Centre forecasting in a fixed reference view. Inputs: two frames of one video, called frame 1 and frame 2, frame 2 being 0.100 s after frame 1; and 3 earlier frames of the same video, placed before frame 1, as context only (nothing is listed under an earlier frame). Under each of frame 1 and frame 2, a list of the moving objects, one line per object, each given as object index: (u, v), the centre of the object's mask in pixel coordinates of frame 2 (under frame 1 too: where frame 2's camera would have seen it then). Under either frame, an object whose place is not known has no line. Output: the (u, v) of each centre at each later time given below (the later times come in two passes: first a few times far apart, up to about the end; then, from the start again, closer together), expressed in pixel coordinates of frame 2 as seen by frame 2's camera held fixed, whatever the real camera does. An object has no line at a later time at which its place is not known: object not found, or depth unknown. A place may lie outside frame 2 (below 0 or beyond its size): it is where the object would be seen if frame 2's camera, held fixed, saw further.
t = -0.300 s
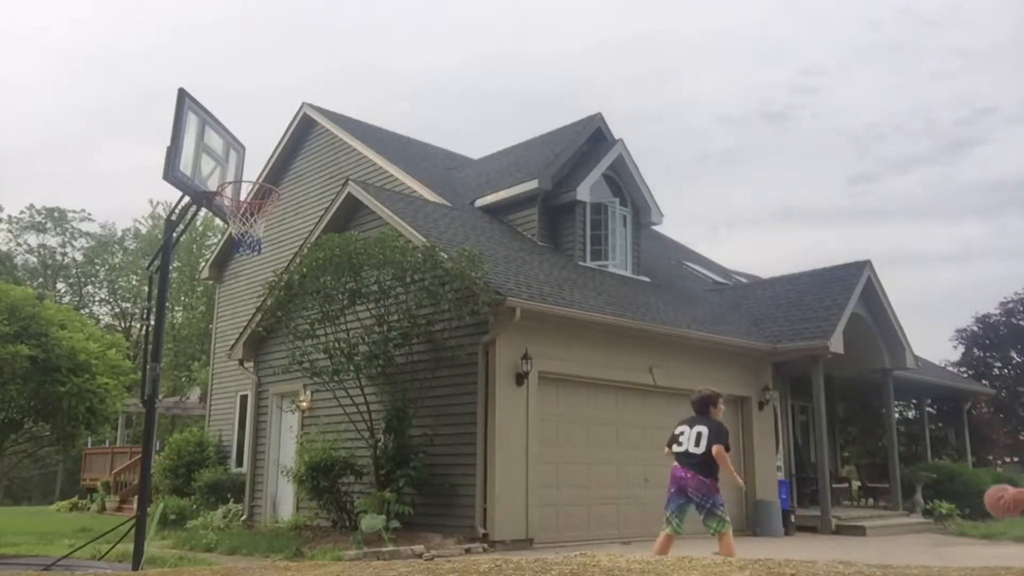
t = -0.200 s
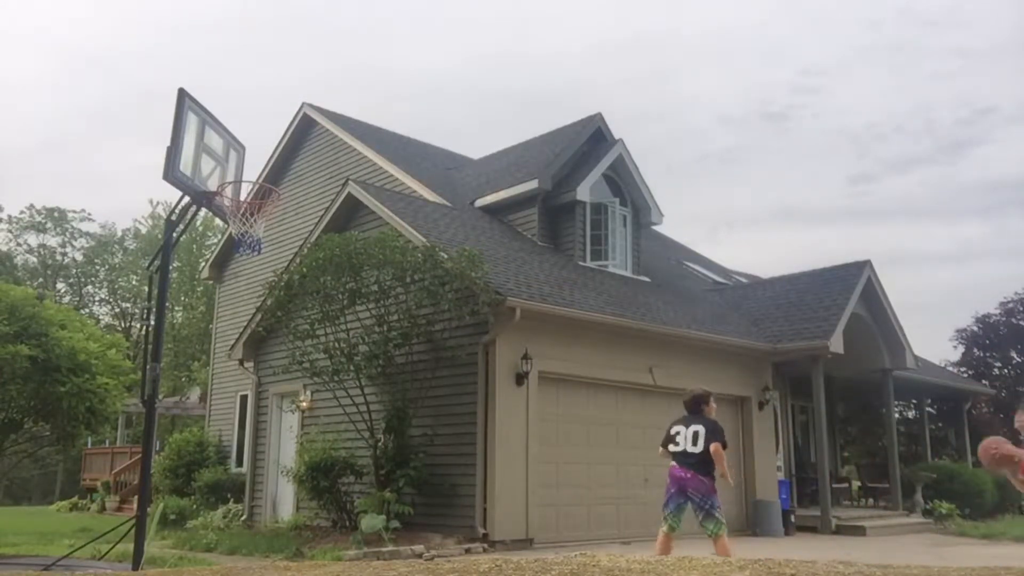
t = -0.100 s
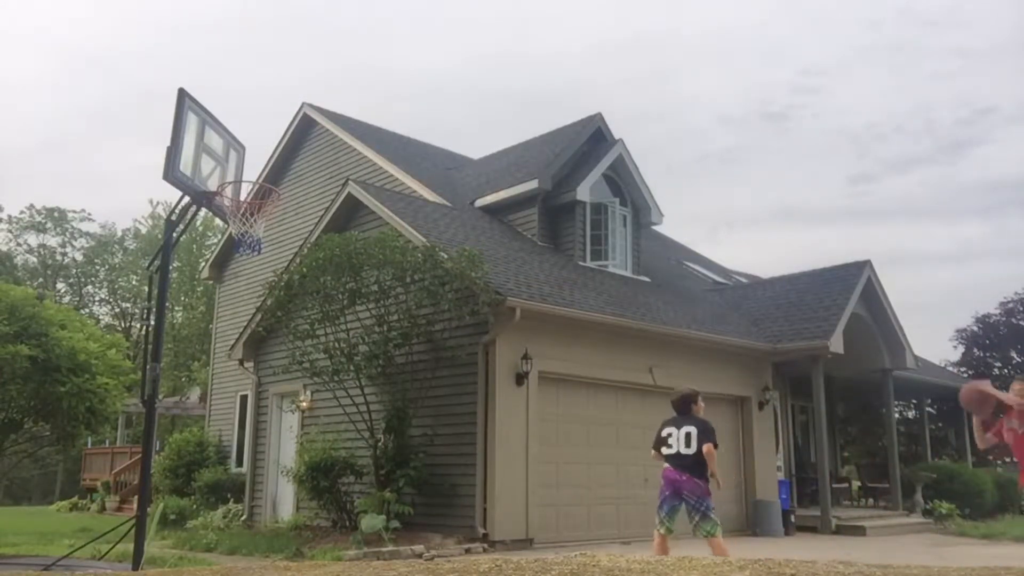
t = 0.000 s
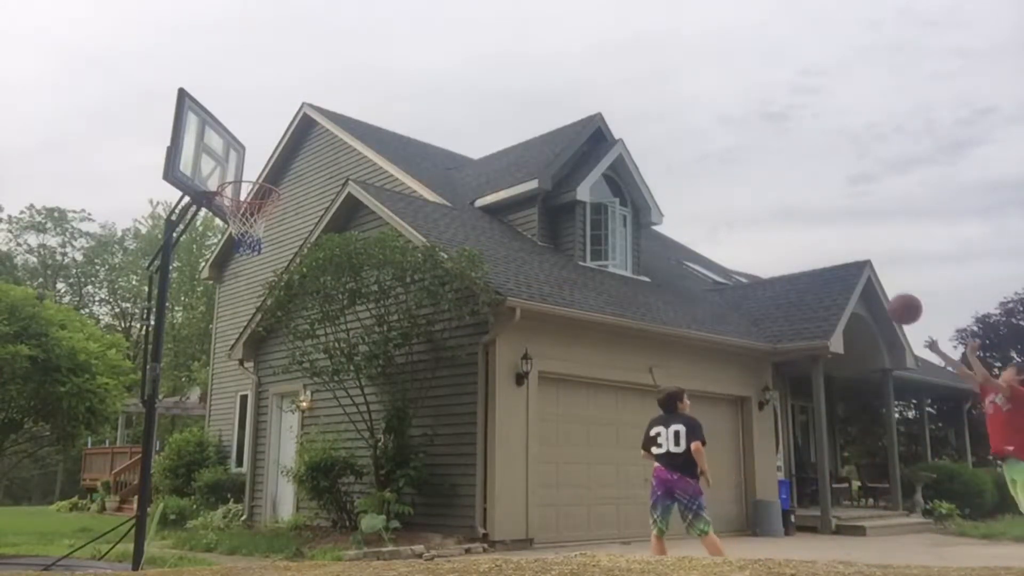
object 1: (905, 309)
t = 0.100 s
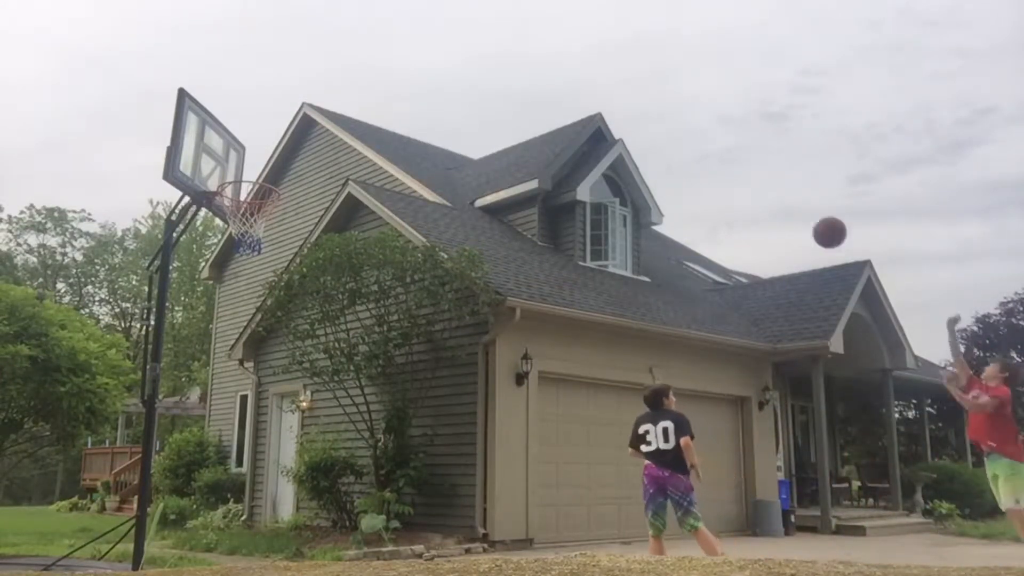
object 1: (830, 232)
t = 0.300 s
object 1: (694, 128)
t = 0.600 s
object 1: (516, 69)
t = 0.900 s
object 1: (354, 107)
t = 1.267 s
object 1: (250, 243)
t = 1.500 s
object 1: (269, 333)
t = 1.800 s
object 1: (286, 533)
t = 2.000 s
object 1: (313, 469)
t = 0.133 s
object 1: (806, 210)
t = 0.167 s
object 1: (783, 191)
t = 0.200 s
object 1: (760, 172)
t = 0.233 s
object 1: (737, 156)
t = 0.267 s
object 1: (716, 141)
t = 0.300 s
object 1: (694, 128)
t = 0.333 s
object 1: (673, 116)
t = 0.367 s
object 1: (653, 106)
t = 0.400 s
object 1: (632, 97)
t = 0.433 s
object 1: (612, 89)
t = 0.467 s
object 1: (593, 83)
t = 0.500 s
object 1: (573, 77)
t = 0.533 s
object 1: (554, 73)
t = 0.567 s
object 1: (535, 71)
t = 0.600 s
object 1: (516, 69)
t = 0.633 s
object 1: (498, 68)
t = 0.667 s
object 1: (479, 69)
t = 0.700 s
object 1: (461, 71)
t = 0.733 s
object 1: (443, 74)
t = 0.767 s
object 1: (425, 78)
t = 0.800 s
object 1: (407, 84)
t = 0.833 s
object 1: (389, 90)
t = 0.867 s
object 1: (371, 98)
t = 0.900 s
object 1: (354, 107)
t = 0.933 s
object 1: (336, 117)
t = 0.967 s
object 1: (318, 129)
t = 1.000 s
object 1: (301, 140)
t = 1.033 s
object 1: (283, 154)
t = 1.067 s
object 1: (266, 169)
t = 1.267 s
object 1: (250, 243)
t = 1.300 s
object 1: (253, 248)
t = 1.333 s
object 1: (256, 260)
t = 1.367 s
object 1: (260, 272)
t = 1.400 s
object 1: (263, 286)
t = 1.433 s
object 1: (265, 300)
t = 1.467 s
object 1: (268, 317)
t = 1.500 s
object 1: (269, 333)
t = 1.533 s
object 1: (272, 352)
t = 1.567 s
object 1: (274, 371)
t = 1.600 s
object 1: (276, 391)
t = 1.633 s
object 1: (278, 413)
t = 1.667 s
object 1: (280, 434)
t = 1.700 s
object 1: (282, 458)
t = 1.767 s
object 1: (285, 507)
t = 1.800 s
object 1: (286, 533)
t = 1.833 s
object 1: (288, 555)
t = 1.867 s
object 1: (293, 542)
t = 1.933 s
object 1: (303, 502)
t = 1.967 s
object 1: (309, 484)
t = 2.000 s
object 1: (313, 469)
